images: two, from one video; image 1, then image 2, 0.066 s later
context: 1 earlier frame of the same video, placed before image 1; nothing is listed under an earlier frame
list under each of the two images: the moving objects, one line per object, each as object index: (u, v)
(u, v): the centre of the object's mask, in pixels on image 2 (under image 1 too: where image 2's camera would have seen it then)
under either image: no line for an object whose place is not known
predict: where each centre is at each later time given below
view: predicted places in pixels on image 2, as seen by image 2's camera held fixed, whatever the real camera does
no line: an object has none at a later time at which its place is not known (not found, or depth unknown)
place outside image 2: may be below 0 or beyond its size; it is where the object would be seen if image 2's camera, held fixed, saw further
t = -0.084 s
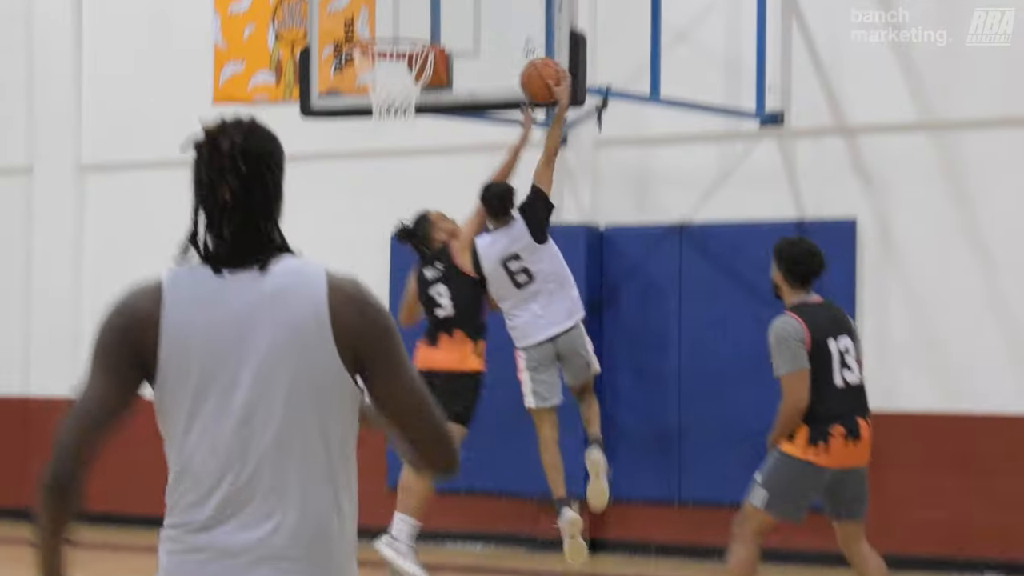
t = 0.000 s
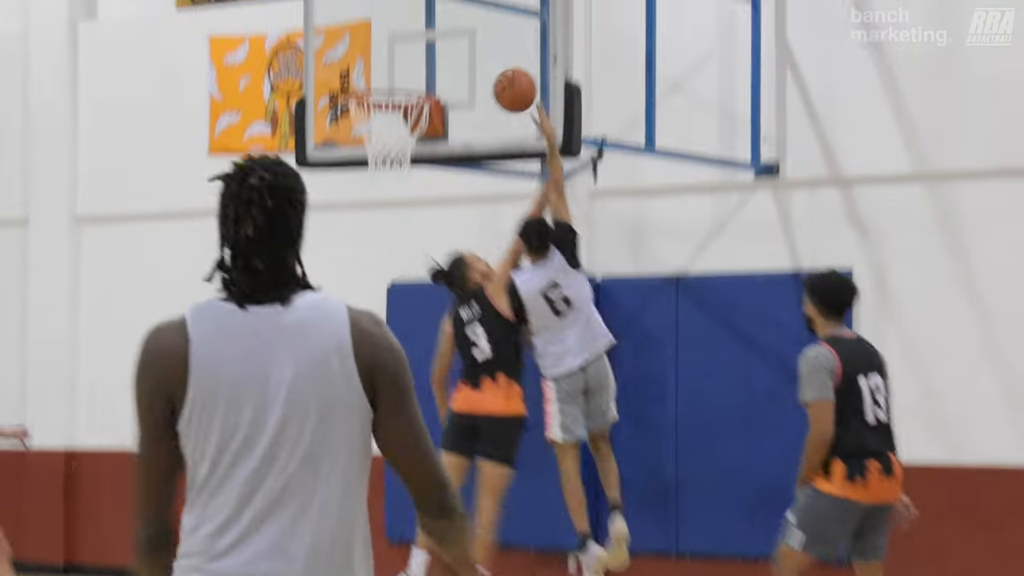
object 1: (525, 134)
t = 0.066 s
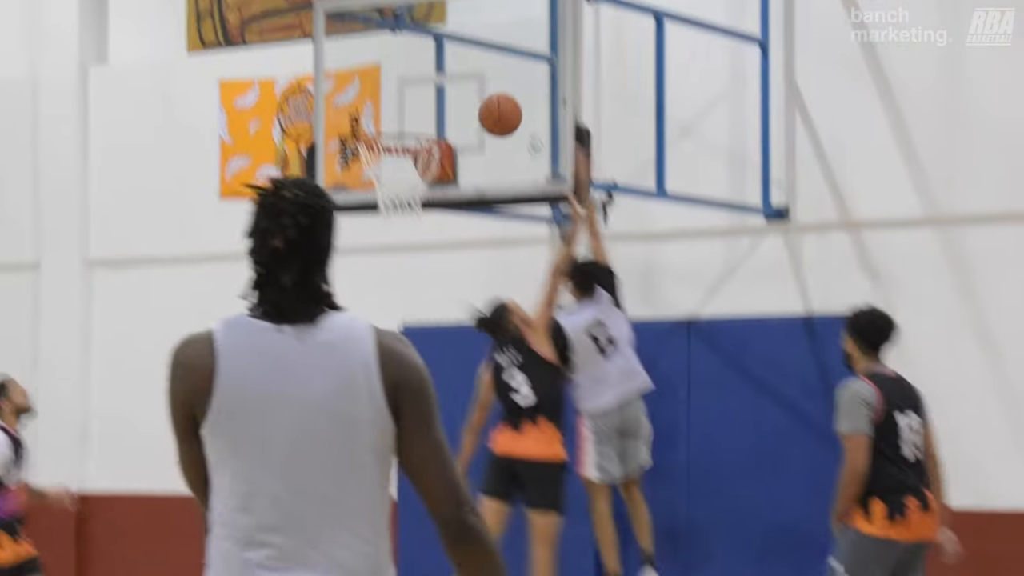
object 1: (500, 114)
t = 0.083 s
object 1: (494, 111)
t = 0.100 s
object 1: (488, 108)
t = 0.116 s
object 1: (482, 106)
